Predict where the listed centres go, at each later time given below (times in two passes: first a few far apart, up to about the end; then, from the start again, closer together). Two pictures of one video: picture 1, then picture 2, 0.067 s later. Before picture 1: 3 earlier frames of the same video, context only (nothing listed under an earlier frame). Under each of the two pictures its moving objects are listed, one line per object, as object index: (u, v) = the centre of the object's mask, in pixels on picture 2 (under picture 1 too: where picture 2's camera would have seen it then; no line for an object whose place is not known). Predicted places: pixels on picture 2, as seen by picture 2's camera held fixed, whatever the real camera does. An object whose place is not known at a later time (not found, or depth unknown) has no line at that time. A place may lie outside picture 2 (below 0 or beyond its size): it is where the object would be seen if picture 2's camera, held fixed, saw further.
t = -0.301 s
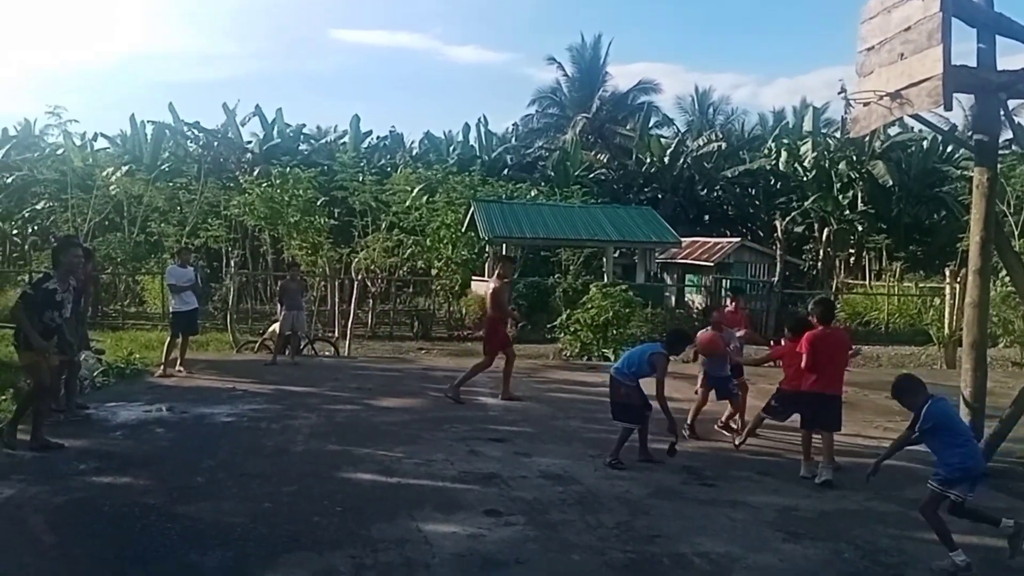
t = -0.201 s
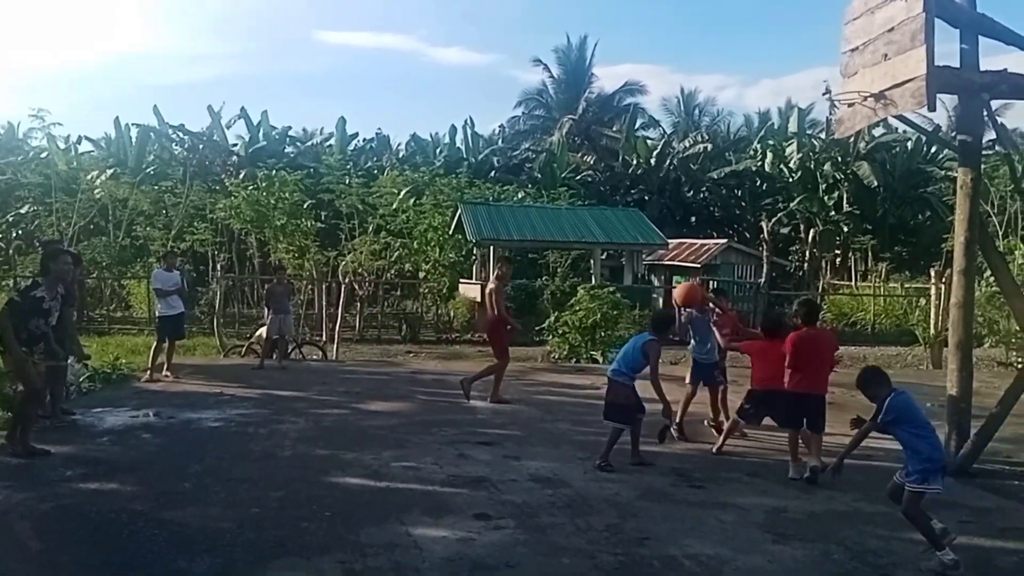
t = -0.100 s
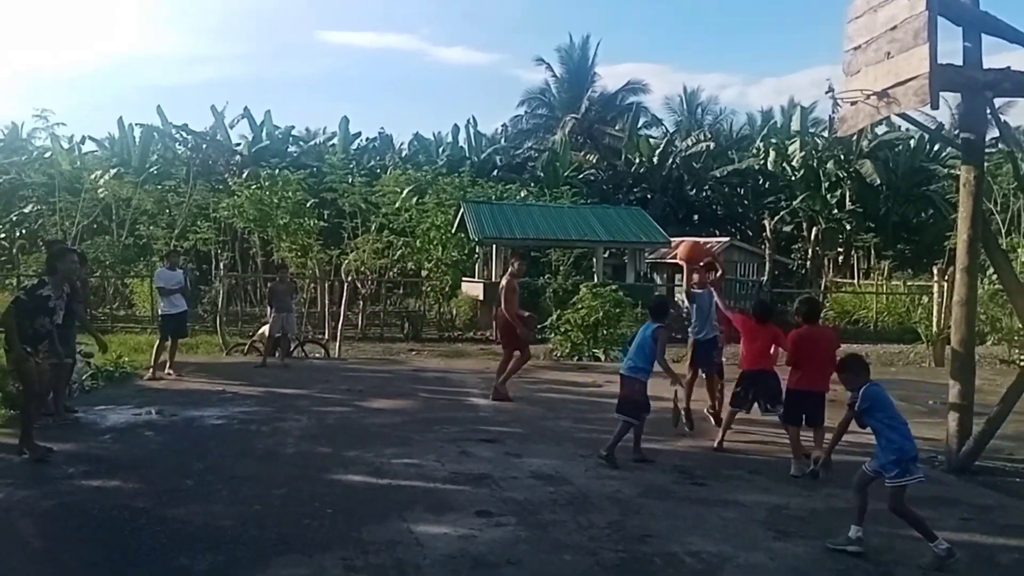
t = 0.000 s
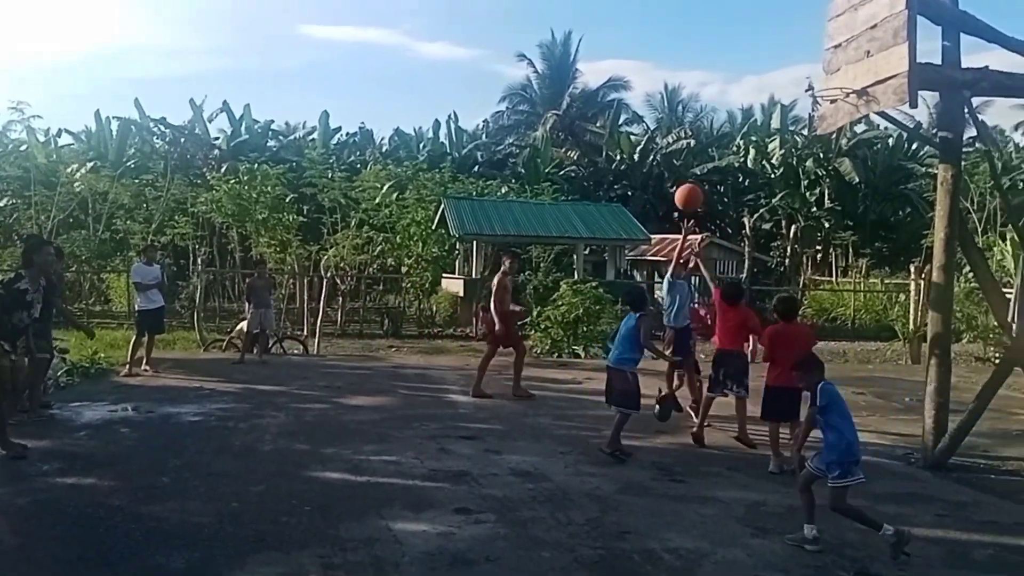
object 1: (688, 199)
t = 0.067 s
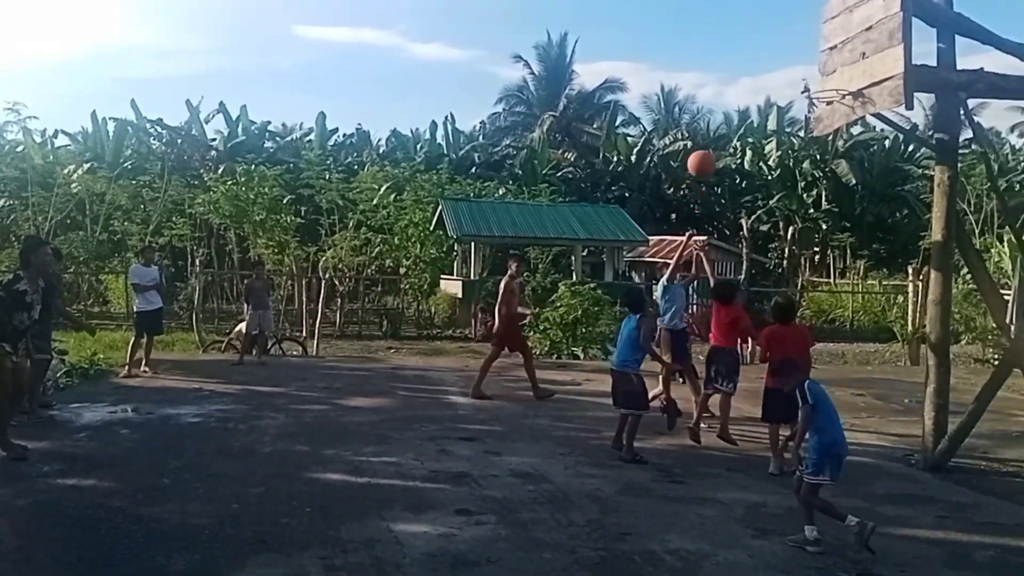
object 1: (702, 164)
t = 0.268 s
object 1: (752, 87)
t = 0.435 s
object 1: (793, 56)
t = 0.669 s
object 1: (834, 63)
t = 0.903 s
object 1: (814, 79)
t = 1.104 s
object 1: (794, 80)
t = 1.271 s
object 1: (775, 112)
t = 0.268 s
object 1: (752, 87)
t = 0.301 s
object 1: (758, 80)
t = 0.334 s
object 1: (765, 72)
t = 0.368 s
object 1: (775, 63)
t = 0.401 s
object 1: (786, 59)
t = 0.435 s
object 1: (793, 56)
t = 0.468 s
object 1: (799, 54)
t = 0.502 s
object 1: (807, 53)
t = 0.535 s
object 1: (815, 53)
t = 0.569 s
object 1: (823, 53)
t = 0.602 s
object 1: (831, 56)
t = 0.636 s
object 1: (835, 60)
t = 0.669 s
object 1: (834, 63)
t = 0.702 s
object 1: (832, 68)
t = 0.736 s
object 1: (830, 75)
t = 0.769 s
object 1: (828, 83)
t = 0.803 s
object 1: (824, 80)
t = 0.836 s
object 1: (821, 78)
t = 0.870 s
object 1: (818, 78)
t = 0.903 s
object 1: (814, 79)
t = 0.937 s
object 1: (811, 80)
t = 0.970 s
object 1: (808, 80)
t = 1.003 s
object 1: (805, 78)
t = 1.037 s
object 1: (801, 78)
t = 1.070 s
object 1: (798, 78)
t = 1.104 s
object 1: (794, 80)
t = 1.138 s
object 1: (792, 84)
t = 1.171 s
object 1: (787, 89)
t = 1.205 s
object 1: (783, 96)
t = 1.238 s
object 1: (779, 103)
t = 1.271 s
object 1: (775, 112)
